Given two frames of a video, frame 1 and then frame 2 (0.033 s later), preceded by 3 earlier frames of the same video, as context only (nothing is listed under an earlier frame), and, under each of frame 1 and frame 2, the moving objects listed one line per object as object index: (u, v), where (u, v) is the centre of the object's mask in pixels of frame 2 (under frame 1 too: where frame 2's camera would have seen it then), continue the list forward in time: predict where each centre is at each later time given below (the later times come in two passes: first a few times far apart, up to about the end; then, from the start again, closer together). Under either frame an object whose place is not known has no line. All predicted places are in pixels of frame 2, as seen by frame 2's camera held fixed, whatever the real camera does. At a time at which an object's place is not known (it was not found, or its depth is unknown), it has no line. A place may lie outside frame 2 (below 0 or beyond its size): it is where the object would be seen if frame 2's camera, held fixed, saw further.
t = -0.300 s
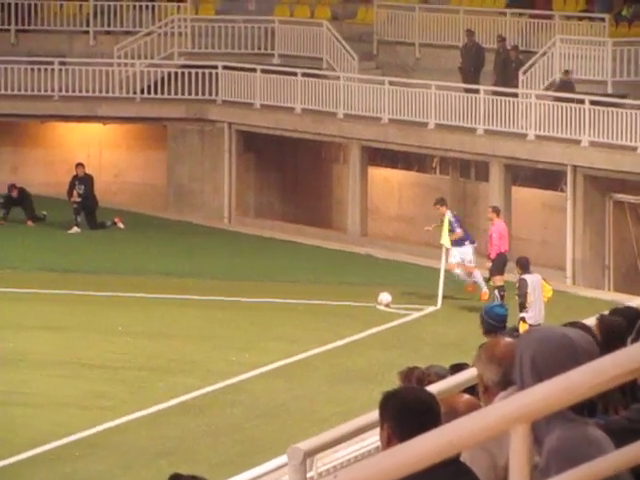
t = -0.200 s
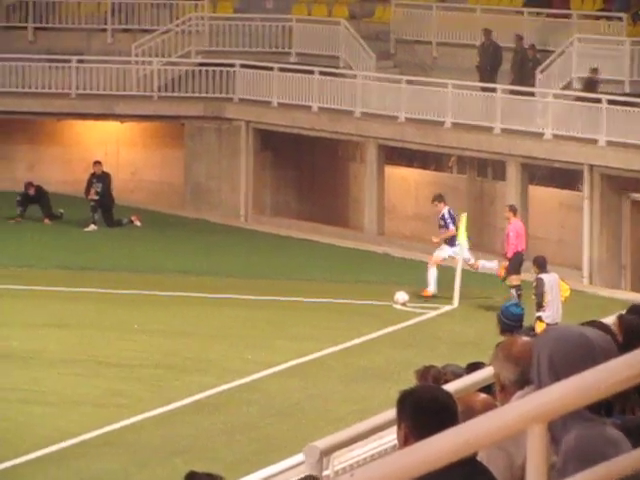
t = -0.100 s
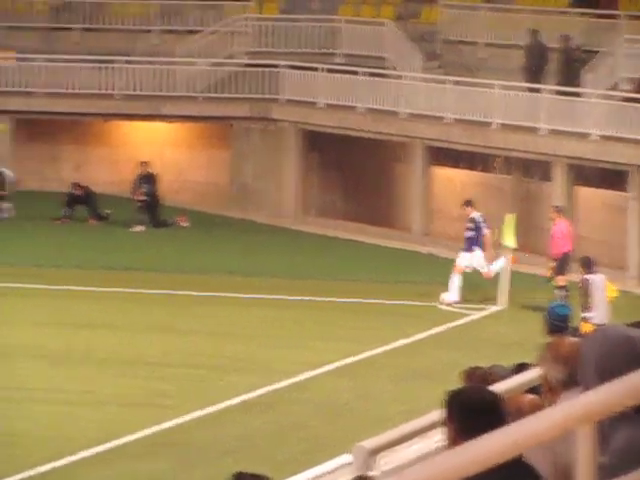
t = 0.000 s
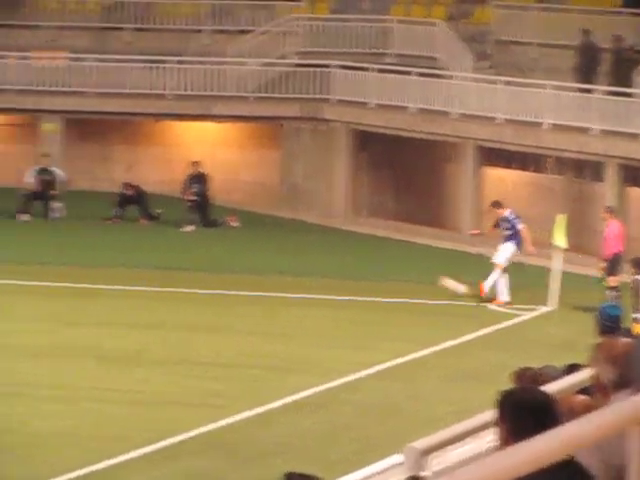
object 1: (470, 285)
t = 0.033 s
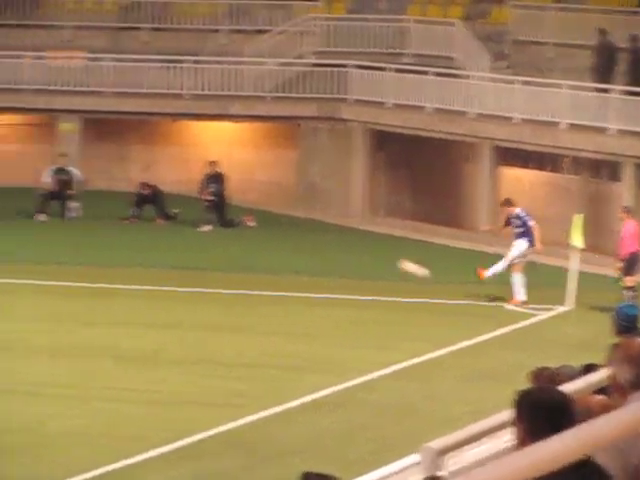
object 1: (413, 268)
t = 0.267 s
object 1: (50, 173)
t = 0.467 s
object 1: (-237, 114)
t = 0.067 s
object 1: (358, 253)
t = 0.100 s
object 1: (305, 238)
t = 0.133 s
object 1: (251, 223)
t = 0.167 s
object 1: (200, 211)
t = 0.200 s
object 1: (150, 197)
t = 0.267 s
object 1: (50, 173)
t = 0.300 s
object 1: (-1, 161)
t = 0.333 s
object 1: (-50, 151)
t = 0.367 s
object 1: (-99, 140)
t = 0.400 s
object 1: (-146, 132)
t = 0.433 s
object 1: (-190, 122)
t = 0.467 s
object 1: (-237, 114)
